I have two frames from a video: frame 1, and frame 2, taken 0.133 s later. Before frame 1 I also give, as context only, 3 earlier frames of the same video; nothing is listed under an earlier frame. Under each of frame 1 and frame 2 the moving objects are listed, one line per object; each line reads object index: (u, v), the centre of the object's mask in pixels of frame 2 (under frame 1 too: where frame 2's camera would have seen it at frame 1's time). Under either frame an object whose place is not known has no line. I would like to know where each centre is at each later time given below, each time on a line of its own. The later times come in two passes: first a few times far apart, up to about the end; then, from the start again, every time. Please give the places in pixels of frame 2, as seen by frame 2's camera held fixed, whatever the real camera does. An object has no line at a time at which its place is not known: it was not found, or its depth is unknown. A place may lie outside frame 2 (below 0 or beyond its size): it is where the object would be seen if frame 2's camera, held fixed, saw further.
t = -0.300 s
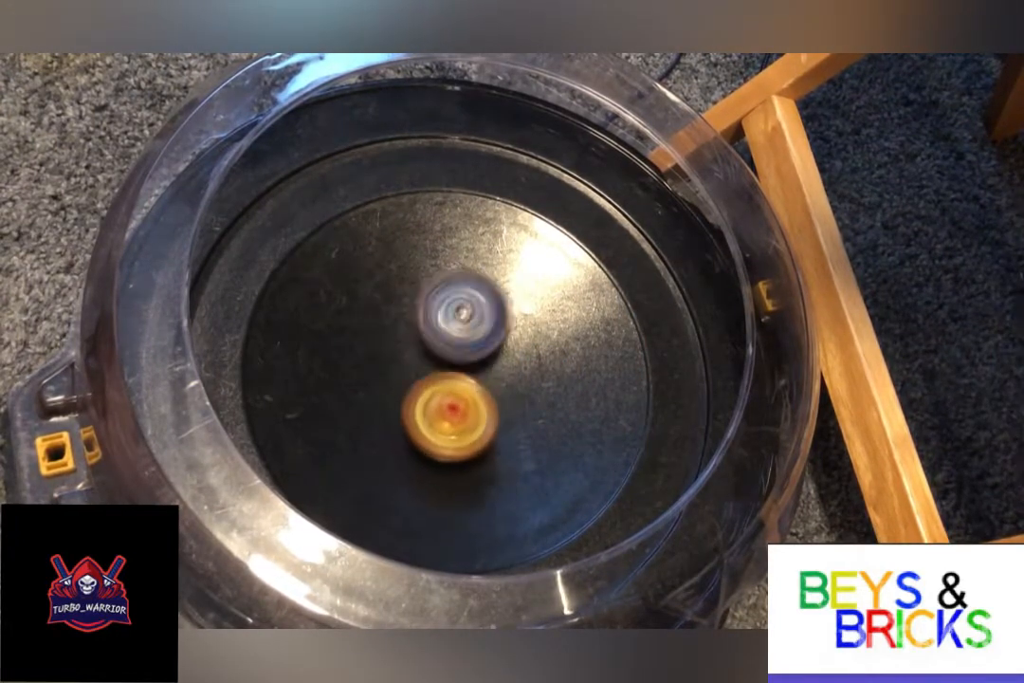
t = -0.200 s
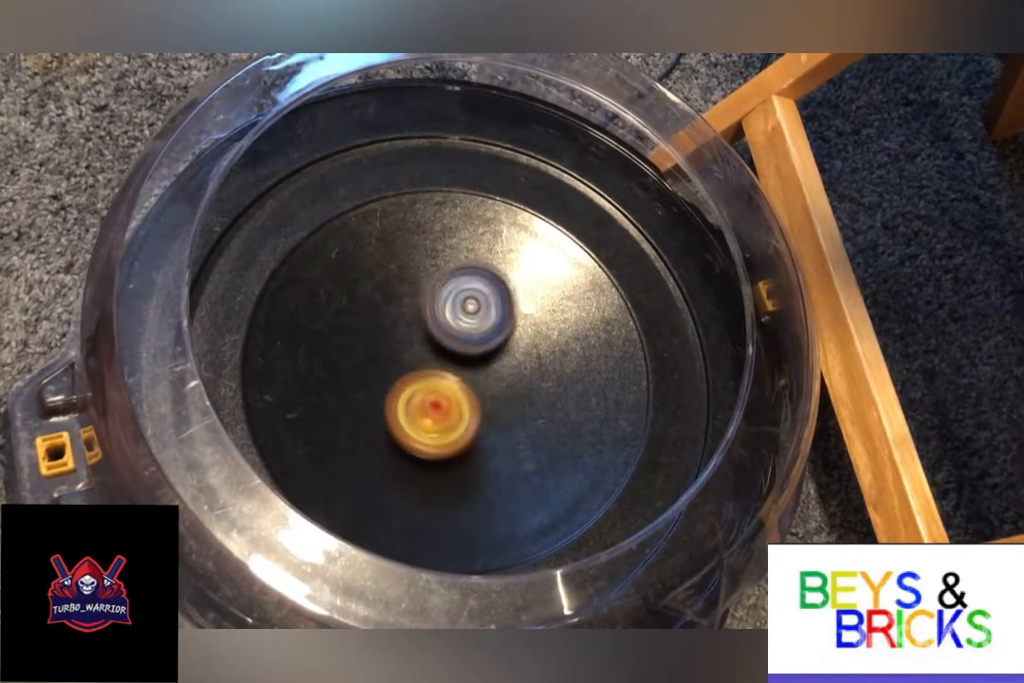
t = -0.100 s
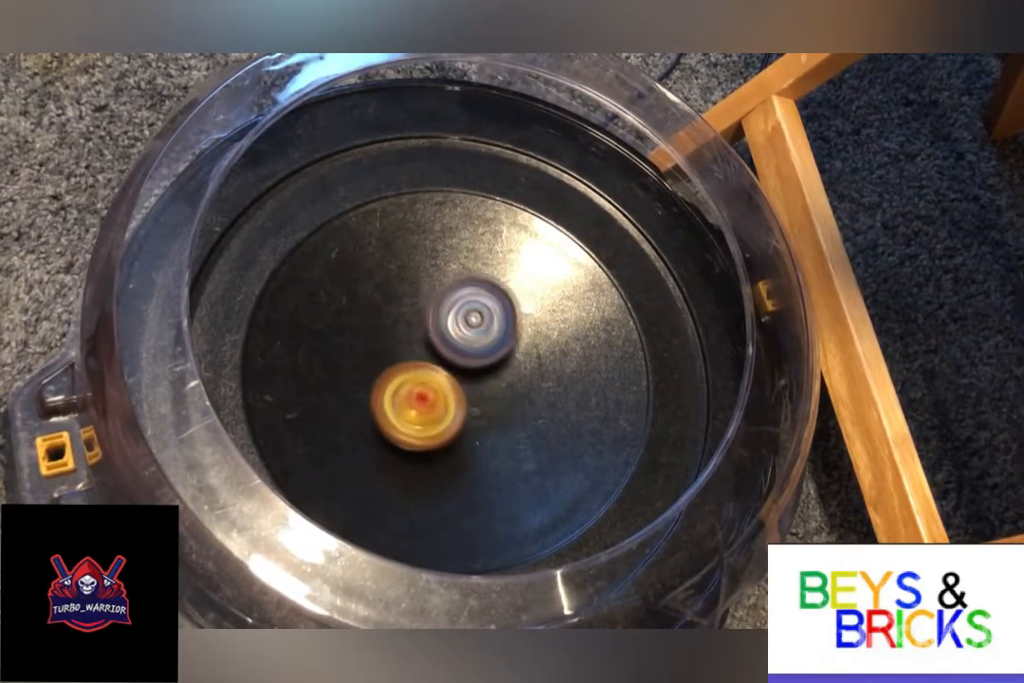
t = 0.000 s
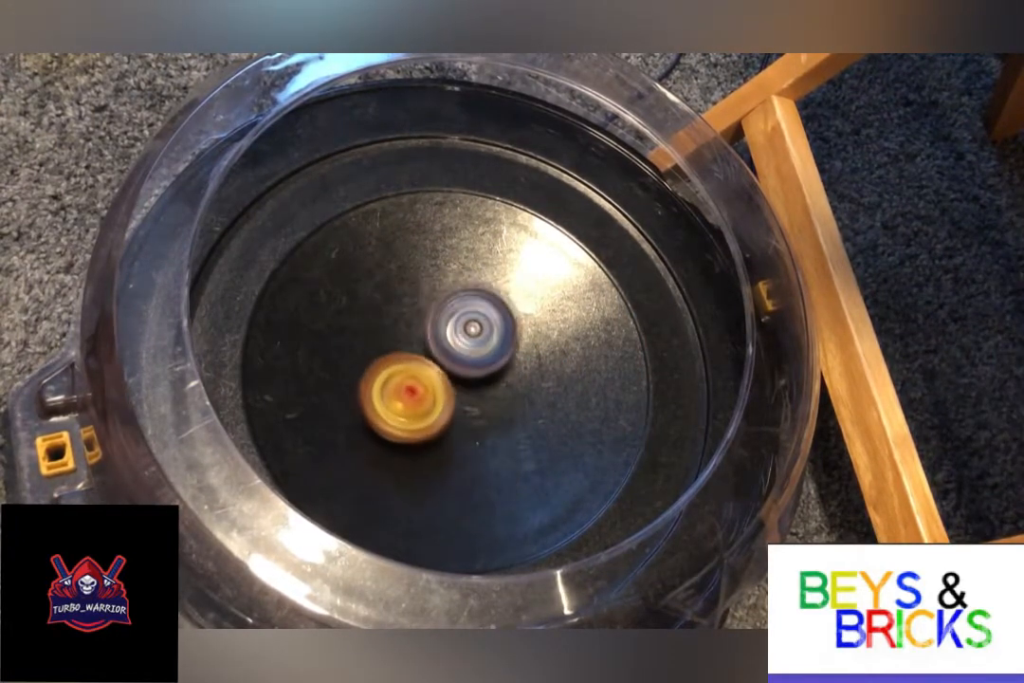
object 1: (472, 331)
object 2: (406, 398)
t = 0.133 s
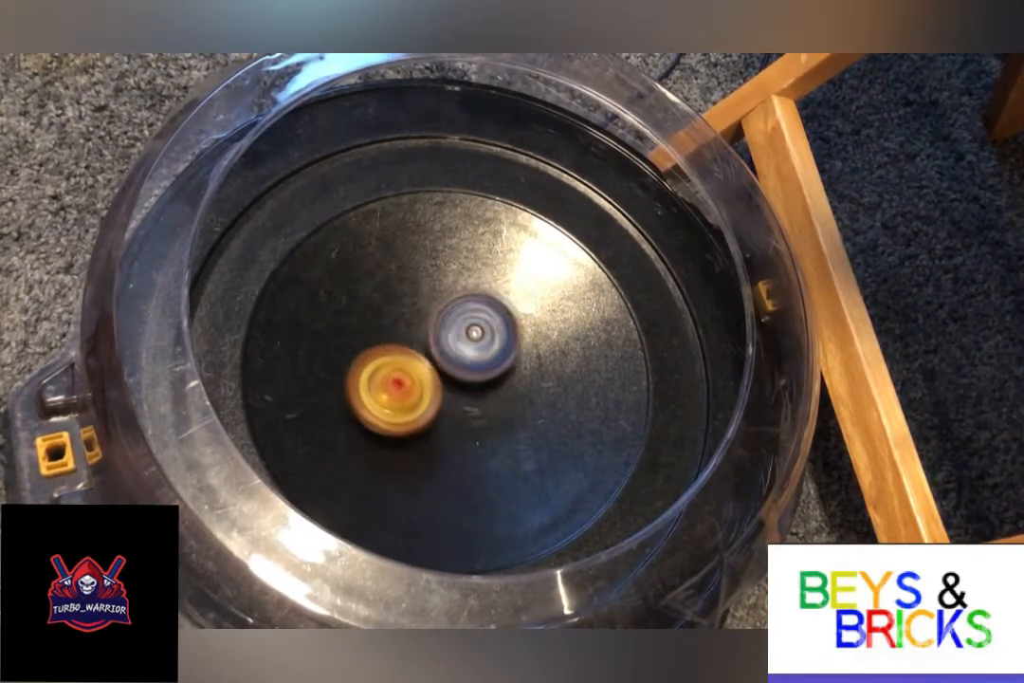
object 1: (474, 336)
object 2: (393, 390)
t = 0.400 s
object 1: (492, 342)
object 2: (396, 378)
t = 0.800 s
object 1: (505, 365)
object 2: (380, 365)
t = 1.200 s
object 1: (504, 379)
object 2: (381, 370)
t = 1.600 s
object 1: (499, 368)
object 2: (396, 350)
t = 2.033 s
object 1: (521, 357)
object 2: (415, 346)
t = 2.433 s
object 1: (540, 353)
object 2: (391, 378)
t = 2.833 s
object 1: (522, 333)
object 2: (444, 389)
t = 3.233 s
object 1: (525, 293)
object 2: (389, 417)
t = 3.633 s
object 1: (459, 304)
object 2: (415, 392)
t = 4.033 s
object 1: (468, 295)
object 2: (457, 400)
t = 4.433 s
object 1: (465, 302)
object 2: (451, 404)
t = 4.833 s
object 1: (478, 321)
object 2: (443, 425)
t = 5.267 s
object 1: (494, 333)
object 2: (406, 390)
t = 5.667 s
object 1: (504, 354)
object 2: (397, 360)
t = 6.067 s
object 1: (520, 363)
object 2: (413, 351)
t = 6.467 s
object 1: (516, 358)
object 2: (415, 356)
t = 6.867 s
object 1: (514, 358)
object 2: (408, 375)
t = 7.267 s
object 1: (513, 360)
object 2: (411, 380)
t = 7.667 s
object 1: (508, 355)
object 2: (410, 371)
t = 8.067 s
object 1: (507, 352)
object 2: (404, 364)
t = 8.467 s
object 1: (534, 356)
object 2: (406, 365)
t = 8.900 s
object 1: (509, 369)
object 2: (409, 370)
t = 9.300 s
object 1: (499, 411)
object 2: (412, 358)
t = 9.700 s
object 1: (486, 409)
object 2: (418, 338)
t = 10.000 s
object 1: (475, 414)
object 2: (427, 340)
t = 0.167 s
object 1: (475, 337)
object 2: (393, 388)
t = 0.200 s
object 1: (476, 338)
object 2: (394, 386)
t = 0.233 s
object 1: (482, 336)
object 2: (392, 386)
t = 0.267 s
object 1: (485, 335)
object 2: (391, 385)
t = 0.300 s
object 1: (487, 336)
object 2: (391, 385)
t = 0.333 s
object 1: (489, 338)
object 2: (394, 383)
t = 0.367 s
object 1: (489, 342)
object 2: (398, 380)
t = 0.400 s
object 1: (492, 342)
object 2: (396, 378)
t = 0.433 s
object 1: (493, 342)
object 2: (394, 375)
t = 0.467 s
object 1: (494, 344)
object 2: (394, 373)
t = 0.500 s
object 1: (493, 350)
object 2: (394, 371)
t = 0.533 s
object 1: (493, 351)
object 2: (394, 369)
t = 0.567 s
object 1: (494, 352)
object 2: (391, 368)
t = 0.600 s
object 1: (494, 355)
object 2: (390, 367)
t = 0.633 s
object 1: (492, 358)
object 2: (390, 367)
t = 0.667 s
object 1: (492, 360)
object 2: (391, 367)
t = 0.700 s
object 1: (493, 362)
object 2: (391, 366)
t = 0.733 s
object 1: (497, 362)
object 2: (390, 365)
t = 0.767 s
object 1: (502, 364)
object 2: (384, 364)
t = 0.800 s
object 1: (505, 365)
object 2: (380, 365)
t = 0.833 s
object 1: (504, 367)
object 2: (379, 366)
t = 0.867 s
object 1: (502, 369)
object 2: (381, 369)
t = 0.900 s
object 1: (500, 371)
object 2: (386, 371)
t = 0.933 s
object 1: (496, 373)
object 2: (392, 372)
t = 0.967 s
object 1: (503, 374)
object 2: (388, 370)
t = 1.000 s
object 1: (515, 373)
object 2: (381, 367)
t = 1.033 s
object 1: (520, 373)
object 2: (377, 367)
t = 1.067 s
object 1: (520, 373)
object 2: (374, 367)
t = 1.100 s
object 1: (518, 374)
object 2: (373, 367)
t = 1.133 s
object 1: (515, 376)
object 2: (373, 368)
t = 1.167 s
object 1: (510, 379)
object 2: (375, 369)
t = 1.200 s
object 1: (504, 379)
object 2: (381, 370)
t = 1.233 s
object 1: (499, 377)
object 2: (388, 370)
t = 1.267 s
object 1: (495, 377)
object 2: (395, 369)
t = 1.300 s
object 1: (499, 377)
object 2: (397, 365)
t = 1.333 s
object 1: (507, 375)
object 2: (393, 361)
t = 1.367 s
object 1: (511, 374)
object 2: (390, 357)
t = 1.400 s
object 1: (510, 374)
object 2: (388, 355)
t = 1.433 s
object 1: (506, 375)
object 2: (388, 354)
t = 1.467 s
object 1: (501, 374)
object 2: (389, 352)
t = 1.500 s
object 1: (496, 373)
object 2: (392, 352)
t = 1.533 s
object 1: (495, 372)
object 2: (395, 351)
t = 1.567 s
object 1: (498, 370)
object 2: (394, 351)
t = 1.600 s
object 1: (499, 368)
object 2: (396, 350)
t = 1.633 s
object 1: (499, 367)
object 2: (400, 350)
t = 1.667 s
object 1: (501, 365)
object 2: (402, 349)
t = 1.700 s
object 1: (505, 364)
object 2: (402, 347)
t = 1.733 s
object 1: (507, 362)
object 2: (404, 346)
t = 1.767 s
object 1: (507, 361)
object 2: (407, 347)
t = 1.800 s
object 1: (507, 360)
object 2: (409, 347)
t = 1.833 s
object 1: (513, 359)
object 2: (408, 346)
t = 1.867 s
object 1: (515, 359)
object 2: (408, 346)
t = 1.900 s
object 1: (516, 358)
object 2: (409, 346)
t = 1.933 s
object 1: (516, 359)
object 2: (412, 347)
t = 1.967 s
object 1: (514, 358)
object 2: (416, 347)
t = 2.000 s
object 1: (515, 358)
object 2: (417, 347)
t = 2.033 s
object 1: (521, 357)
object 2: (415, 346)
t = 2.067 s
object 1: (524, 357)
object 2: (411, 345)
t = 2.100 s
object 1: (525, 357)
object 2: (409, 345)
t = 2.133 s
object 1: (524, 356)
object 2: (409, 348)
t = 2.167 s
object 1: (523, 357)
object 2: (412, 352)
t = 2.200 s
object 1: (521, 357)
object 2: (416, 355)
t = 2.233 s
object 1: (522, 357)
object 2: (414, 357)
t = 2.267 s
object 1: (538, 356)
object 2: (400, 356)
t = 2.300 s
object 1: (544, 354)
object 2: (395, 358)
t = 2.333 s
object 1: (545, 353)
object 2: (391, 362)
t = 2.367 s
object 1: (545, 353)
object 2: (389, 366)
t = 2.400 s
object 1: (543, 353)
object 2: (389, 372)
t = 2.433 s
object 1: (540, 353)
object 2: (391, 378)
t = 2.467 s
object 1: (537, 353)
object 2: (397, 383)
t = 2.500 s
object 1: (533, 354)
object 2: (405, 387)
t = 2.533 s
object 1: (528, 353)
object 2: (413, 389)
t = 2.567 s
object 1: (521, 354)
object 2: (423, 389)
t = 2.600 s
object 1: (521, 352)
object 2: (426, 390)
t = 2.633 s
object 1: (530, 343)
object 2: (419, 394)
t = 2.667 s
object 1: (534, 336)
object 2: (417, 395)
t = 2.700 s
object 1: (534, 332)
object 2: (421, 396)
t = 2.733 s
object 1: (533, 332)
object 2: (425, 396)
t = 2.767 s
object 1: (530, 332)
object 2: (431, 396)
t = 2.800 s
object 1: (526, 332)
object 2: (438, 393)
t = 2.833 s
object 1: (522, 333)
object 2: (444, 389)
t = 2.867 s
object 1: (532, 319)
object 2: (429, 395)
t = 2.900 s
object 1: (549, 303)
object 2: (407, 404)
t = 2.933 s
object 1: (559, 290)
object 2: (395, 410)
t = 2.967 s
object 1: (564, 281)
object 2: (387, 413)
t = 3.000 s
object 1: (564, 277)
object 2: (383, 415)
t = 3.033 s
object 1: (561, 275)
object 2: (382, 417)
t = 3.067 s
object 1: (559, 274)
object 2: (382, 419)
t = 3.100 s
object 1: (554, 277)
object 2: (383, 420)
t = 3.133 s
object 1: (547, 280)
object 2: (383, 420)
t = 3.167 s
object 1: (540, 283)
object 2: (383, 421)
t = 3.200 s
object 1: (534, 287)
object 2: (385, 420)
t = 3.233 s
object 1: (525, 293)
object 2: (389, 417)
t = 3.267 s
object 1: (516, 298)
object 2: (393, 413)
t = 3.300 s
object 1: (507, 305)
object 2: (399, 409)
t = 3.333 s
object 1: (497, 311)
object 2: (405, 403)
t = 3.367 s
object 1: (482, 320)
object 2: (411, 395)
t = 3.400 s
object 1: (472, 320)
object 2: (413, 394)
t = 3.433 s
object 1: (470, 315)
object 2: (409, 398)
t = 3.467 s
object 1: (468, 309)
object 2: (406, 399)
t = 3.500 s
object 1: (466, 311)
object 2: (409, 397)
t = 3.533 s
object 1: (464, 312)
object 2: (412, 394)
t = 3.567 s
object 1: (463, 311)
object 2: (414, 392)
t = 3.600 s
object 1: (461, 308)
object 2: (414, 391)
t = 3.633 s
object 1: (459, 304)
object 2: (415, 392)
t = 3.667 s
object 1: (460, 303)
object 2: (418, 392)
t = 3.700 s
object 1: (460, 303)
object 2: (421, 390)
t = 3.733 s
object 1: (459, 302)
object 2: (425, 390)
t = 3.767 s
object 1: (460, 300)
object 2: (427, 389)
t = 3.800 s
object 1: (459, 298)
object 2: (428, 390)
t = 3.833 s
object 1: (461, 291)
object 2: (430, 397)
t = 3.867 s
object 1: (465, 288)
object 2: (432, 401)
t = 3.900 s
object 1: (465, 288)
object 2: (435, 404)
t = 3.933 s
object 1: (465, 289)
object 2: (440, 407)
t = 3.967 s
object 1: (467, 291)
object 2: (446, 406)
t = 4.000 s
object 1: (467, 293)
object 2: (450, 403)
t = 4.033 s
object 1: (468, 295)
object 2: (457, 400)
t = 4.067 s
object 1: (467, 297)
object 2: (460, 396)
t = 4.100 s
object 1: (468, 294)
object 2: (460, 398)
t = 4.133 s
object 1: (468, 294)
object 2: (463, 397)
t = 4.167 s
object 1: (468, 295)
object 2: (464, 394)
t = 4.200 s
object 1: (468, 296)
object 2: (463, 391)
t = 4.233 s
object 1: (467, 296)
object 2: (462, 391)
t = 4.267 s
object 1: (464, 295)
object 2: (459, 390)
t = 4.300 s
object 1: (465, 296)
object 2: (456, 393)
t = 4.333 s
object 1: (464, 295)
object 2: (454, 396)
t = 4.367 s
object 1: (465, 296)
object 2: (452, 400)
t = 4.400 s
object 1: (465, 299)
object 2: (452, 403)
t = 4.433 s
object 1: (465, 302)
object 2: (451, 404)
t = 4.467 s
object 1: (465, 306)
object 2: (451, 406)
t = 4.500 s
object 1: (465, 311)
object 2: (452, 406)
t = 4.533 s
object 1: (464, 312)
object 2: (451, 407)
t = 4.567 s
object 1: (466, 303)
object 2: (446, 417)
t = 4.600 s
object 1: (467, 296)
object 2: (444, 424)
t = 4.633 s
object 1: (468, 297)
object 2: (444, 426)
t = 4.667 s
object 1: (469, 298)
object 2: (444, 430)
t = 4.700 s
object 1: (472, 302)
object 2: (444, 433)
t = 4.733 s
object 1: (472, 304)
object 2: (443, 434)
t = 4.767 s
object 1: (475, 310)
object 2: (444, 433)
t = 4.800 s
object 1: (476, 318)
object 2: (443, 430)
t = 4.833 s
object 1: (478, 321)
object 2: (443, 425)
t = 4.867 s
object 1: (479, 327)
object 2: (443, 420)
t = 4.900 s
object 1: (480, 333)
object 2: (442, 416)
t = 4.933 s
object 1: (483, 328)
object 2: (439, 418)
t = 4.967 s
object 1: (483, 327)
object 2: (436, 416)
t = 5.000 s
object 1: (484, 327)
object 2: (435, 411)
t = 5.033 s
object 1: (486, 329)
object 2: (433, 407)
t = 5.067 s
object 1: (489, 328)
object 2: (429, 405)
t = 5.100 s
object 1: (489, 329)
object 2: (426, 401)
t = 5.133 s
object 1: (489, 331)
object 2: (424, 398)
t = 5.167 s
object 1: (491, 331)
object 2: (418, 395)
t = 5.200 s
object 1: (493, 330)
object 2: (413, 393)
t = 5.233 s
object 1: (493, 332)
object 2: (410, 392)
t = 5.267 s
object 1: (494, 333)
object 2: (406, 390)
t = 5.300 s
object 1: (495, 335)
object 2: (404, 387)
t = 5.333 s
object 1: (496, 336)
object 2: (402, 383)
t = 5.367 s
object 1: (496, 338)
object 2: (401, 380)
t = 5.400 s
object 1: (495, 340)
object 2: (400, 375)
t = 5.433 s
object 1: (495, 345)
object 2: (401, 372)
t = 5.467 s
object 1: (497, 346)
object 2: (399, 368)
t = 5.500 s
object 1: (503, 343)
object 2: (396, 366)
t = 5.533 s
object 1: (503, 343)
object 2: (394, 364)
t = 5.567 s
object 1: (503, 346)
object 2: (393, 362)
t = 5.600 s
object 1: (503, 349)
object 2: (393, 361)
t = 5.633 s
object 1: (504, 353)
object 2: (395, 361)
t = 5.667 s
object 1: (504, 354)
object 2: (397, 360)
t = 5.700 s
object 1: (503, 357)
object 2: (403, 359)
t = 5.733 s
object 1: (505, 359)
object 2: (406, 359)
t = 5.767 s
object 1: (509, 358)
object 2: (407, 357)
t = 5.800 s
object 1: (509, 359)
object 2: (411, 356)
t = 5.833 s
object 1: (512, 360)
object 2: (411, 355)
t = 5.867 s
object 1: (512, 362)
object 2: (411, 355)
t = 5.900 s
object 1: (511, 363)
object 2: (411, 354)
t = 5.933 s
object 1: (511, 363)
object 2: (413, 355)
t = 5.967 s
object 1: (514, 364)
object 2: (413, 354)
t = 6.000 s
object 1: (515, 363)
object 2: (414, 353)
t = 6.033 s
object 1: (514, 363)
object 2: (415, 353)
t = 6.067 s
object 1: (520, 363)
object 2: (413, 351)
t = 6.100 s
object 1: (520, 363)
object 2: (412, 351)
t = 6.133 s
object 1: (517, 362)
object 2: (411, 352)
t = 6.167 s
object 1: (516, 363)
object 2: (411, 352)
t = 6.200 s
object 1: (514, 365)
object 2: (412, 354)
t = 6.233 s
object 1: (513, 365)
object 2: (415, 355)
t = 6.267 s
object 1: (515, 364)
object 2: (416, 355)
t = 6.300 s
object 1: (515, 361)
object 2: (417, 355)
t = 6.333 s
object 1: (516, 361)
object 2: (418, 356)
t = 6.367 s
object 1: (520, 358)
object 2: (418, 355)
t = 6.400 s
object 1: (518, 356)
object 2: (415, 355)
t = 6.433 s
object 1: (517, 356)
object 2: (416, 355)
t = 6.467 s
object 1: (516, 358)
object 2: (415, 356)
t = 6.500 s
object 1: (517, 358)
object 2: (415, 357)
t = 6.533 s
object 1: (517, 357)
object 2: (415, 359)
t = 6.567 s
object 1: (516, 357)
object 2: (416, 360)
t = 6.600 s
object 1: (516, 356)
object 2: (416, 362)
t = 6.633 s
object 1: (517, 355)
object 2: (413, 363)
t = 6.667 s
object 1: (521, 352)
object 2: (410, 365)
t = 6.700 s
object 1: (518, 352)
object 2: (406, 366)
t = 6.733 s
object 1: (515, 355)
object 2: (406, 369)
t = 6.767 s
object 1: (512, 357)
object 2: (405, 370)
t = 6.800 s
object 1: (511, 361)
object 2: (409, 373)
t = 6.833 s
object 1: (511, 361)
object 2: (410, 375)
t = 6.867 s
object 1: (514, 358)
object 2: (408, 375)
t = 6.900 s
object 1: (514, 356)
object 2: (407, 377)
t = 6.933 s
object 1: (511, 357)
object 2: (409, 378)
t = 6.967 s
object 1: (511, 360)
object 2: (411, 380)
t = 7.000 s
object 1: (514, 358)
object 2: (405, 378)
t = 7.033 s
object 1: (513, 358)
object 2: (405, 379)
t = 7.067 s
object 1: (514, 359)
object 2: (404, 379)
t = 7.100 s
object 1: (512, 361)
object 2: (405, 379)
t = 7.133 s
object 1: (512, 364)
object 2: (405, 380)
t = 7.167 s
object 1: (512, 365)
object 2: (408, 378)
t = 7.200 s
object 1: (512, 367)
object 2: (412, 380)
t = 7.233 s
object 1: (515, 363)
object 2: (408, 380)
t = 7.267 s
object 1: (513, 360)
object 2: (411, 380)
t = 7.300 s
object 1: (511, 362)
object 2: (413, 381)
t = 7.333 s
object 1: (514, 361)
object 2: (411, 379)
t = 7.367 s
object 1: (514, 359)
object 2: (410, 380)
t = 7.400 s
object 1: (514, 359)
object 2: (411, 378)
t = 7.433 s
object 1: (513, 360)
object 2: (416, 379)
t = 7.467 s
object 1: (514, 361)
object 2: (413, 379)
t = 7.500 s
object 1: (515, 360)
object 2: (414, 376)
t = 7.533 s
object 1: (514, 360)
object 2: (415, 377)
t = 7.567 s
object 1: (515, 360)
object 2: (413, 375)
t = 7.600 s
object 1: (518, 356)
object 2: (412, 374)
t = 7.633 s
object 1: (516, 354)
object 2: (409, 374)
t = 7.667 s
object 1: (508, 355)
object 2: (410, 371)
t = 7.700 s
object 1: (508, 353)
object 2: (406, 372)
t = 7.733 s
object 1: (506, 352)
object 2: (403, 370)
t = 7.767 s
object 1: (503, 354)
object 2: (405, 370)
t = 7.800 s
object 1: (503, 353)
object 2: (405, 371)
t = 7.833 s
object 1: (505, 346)
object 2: (399, 369)
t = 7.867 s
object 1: (500, 346)
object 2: (401, 369)
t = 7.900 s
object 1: (498, 350)
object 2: (401, 369)
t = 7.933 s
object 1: (499, 351)
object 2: (400, 367)
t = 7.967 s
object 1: (499, 352)
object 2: (402, 367)
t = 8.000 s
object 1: (501, 354)
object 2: (402, 367)
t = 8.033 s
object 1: (507, 352)
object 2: (400, 365)
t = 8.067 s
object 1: (507, 352)
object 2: (404, 364)
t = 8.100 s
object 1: (506, 352)
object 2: (406, 364)
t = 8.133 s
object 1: (506, 354)
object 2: (406, 364)
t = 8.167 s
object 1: (510, 355)
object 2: (406, 363)
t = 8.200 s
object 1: (510, 357)
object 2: (409, 362)
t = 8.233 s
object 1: (511, 359)
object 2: (415, 362)
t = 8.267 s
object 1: (515, 361)
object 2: (416, 365)
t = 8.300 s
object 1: (517, 361)
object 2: (414, 366)
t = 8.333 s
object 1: (516, 359)
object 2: (415, 366)
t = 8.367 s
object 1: (516, 359)
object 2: (412, 366)
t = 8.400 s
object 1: (525, 358)
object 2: (405, 364)
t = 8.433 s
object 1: (531, 357)
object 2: (405, 364)
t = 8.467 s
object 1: (534, 356)
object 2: (406, 365)
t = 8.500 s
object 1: (535, 355)
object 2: (408, 367)
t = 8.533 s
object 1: (533, 357)
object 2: (408, 368)
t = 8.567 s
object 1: (530, 360)
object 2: (408, 369)
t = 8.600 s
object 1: (527, 361)
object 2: (408, 369)
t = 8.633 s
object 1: (525, 362)
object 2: (408, 368)
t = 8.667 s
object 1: (517, 361)
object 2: (412, 367)
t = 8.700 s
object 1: (512, 360)
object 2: (414, 369)
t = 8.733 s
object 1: (515, 359)
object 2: (401, 369)
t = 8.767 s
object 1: (516, 358)
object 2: (395, 365)
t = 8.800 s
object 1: (516, 358)
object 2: (396, 363)
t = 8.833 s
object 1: (515, 359)
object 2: (402, 363)
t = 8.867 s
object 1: (513, 363)
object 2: (408, 368)
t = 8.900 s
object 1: (509, 369)
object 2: (409, 370)
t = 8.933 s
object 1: (505, 374)
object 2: (408, 368)
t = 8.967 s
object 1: (504, 376)
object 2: (405, 364)
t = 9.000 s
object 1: (503, 380)
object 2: (401, 358)
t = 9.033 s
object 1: (501, 383)
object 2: (404, 354)
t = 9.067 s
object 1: (504, 386)
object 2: (408, 351)
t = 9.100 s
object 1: (507, 390)
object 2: (412, 352)
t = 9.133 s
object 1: (503, 394)
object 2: (413, 354)
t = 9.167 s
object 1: (501, 398)
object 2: (411, 354)
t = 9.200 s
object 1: (499, 402)
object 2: (410, 355)
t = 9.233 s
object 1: (499, 407)
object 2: (411, 359)
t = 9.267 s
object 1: (499, 410)
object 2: (411, 360)
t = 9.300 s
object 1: (499, 411)
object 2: (412, 358)
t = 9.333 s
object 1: (499, 411)
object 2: (417, 354)
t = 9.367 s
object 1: (501, 411)
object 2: (420, 350)
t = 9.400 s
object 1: (500, 410)
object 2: (425, 347)
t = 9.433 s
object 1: (500, 411)
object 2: (423, 343)
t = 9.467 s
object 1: (500, 411)
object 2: (423, 340)
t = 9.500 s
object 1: (496, 412)
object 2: (421, 339)
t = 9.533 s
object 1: (492, 413)
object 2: (420, 339)
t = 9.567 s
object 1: (490, 412)
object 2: (419, 342)
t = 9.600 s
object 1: (489, 410)
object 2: (418, 343)
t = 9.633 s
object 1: (487, 409)
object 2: (419, 343)
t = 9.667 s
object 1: (486, 410)
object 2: (418, 340)
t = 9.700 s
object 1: (486, 409)
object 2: (418, 338)
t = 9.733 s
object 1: (486, 408)
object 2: (418, 337)
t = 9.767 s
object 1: (483, 407)
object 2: (418, 336)
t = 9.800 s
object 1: (483, 410)
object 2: (418, 336)
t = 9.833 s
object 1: (483, 409)
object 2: (421, 336)
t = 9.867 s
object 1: (484, 411)
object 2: (422, 337)
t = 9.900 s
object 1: (483, 413)
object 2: (425, 338)
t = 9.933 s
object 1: (480, 414)
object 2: (426, 337)
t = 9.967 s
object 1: (476, 414)
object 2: (427, 339)
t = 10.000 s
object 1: (475, 414)
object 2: (427, 340)
